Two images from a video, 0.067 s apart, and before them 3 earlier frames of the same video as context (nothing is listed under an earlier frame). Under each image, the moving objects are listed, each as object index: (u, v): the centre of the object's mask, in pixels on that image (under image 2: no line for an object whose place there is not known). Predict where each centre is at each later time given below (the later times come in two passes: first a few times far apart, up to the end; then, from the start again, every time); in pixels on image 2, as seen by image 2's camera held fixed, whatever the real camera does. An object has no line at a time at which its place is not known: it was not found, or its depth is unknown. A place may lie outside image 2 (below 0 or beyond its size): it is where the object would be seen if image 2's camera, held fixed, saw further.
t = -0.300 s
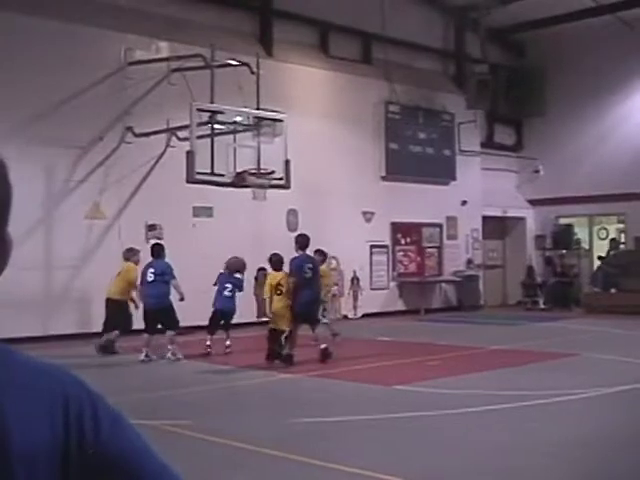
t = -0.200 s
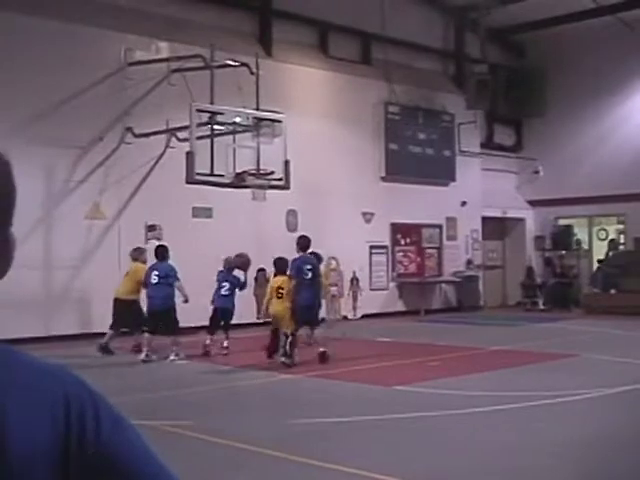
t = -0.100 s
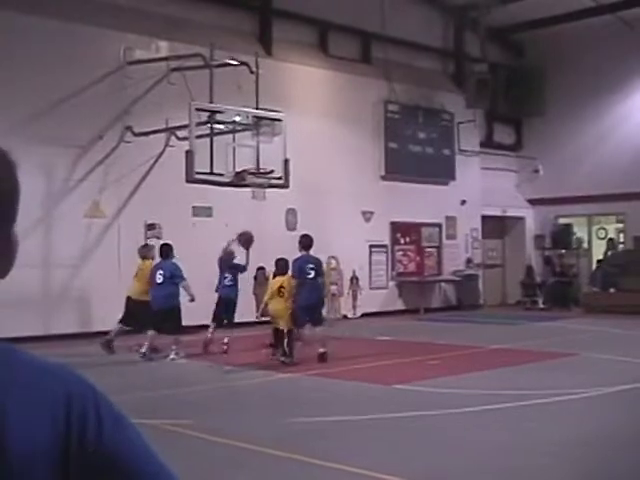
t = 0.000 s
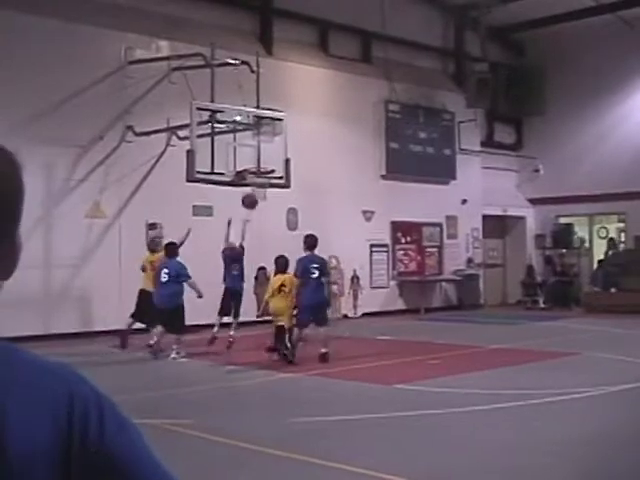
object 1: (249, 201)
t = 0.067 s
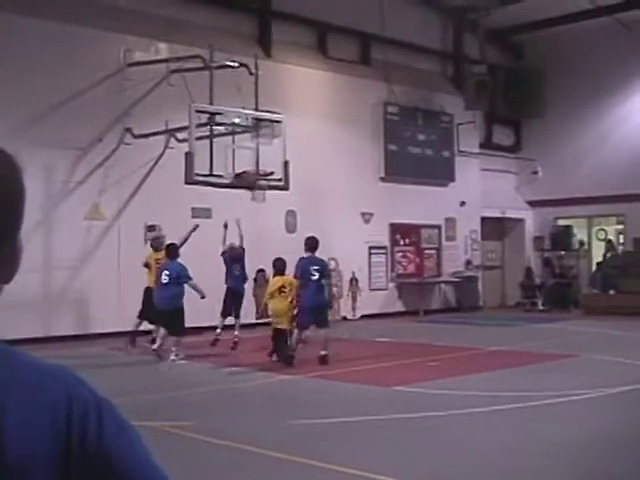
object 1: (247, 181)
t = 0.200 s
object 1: (253, 150)
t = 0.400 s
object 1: (258, 127)
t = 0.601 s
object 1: (262, 132)
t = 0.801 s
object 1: (269, 164)
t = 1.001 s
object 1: (278, 150)
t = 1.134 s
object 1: (284, 154)
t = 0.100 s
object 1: (250, 172)
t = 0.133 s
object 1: (250, 164)
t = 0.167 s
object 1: (252, 156)
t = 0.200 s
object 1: (253, 150)
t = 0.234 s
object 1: (254, 144)
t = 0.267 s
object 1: (255, 139)
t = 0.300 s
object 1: (255, 136)
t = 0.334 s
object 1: (257, 131)
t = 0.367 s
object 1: (258, 129)
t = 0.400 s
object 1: (258, 127)
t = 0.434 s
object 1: (259, 127)
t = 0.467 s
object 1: (258, 126)
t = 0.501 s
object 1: (259, 127)
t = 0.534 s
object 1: (260, 128)
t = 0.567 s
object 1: (261, 129)
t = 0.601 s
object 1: (262, 132)
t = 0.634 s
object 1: (262, 134)
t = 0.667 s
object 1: (264, 140)
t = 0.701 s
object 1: (265, 145)
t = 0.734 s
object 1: (267, 151)
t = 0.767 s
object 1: (268, 157)
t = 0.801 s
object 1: (269, 164)
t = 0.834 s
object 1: (270, 162)
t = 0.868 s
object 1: (272, 158)
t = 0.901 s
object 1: (273, 155)
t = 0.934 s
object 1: (275, 152)
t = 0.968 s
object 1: (276, 151)
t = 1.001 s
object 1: (278, 150)
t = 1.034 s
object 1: (279, 150)
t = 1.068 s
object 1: (281, 151)
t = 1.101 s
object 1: (282, 152)
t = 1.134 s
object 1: (284, 154)
